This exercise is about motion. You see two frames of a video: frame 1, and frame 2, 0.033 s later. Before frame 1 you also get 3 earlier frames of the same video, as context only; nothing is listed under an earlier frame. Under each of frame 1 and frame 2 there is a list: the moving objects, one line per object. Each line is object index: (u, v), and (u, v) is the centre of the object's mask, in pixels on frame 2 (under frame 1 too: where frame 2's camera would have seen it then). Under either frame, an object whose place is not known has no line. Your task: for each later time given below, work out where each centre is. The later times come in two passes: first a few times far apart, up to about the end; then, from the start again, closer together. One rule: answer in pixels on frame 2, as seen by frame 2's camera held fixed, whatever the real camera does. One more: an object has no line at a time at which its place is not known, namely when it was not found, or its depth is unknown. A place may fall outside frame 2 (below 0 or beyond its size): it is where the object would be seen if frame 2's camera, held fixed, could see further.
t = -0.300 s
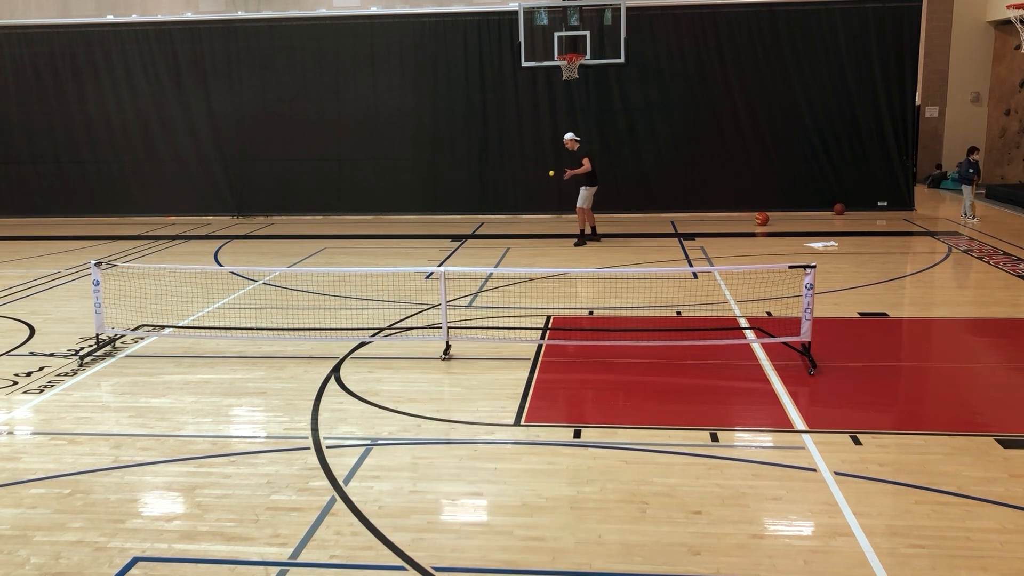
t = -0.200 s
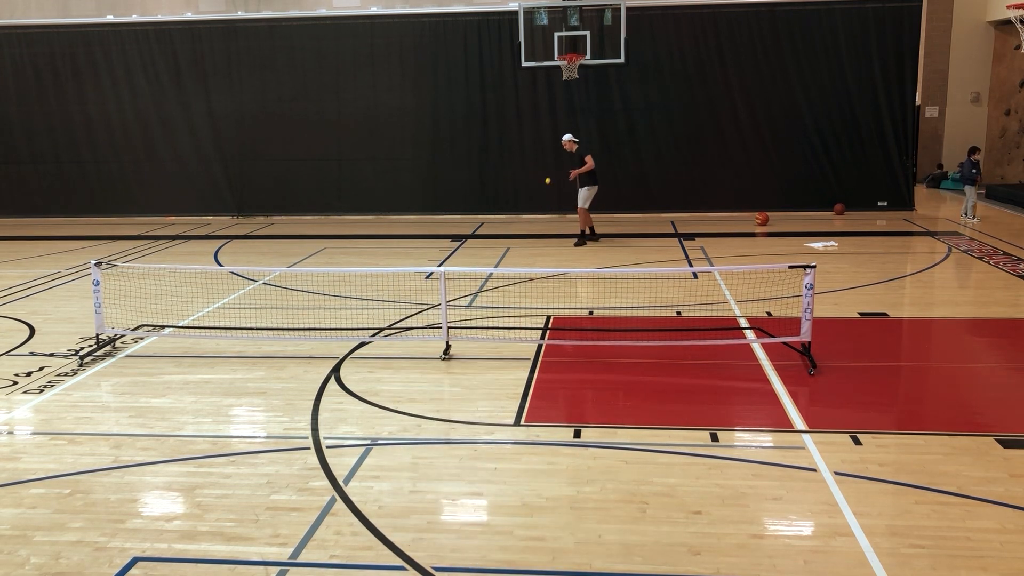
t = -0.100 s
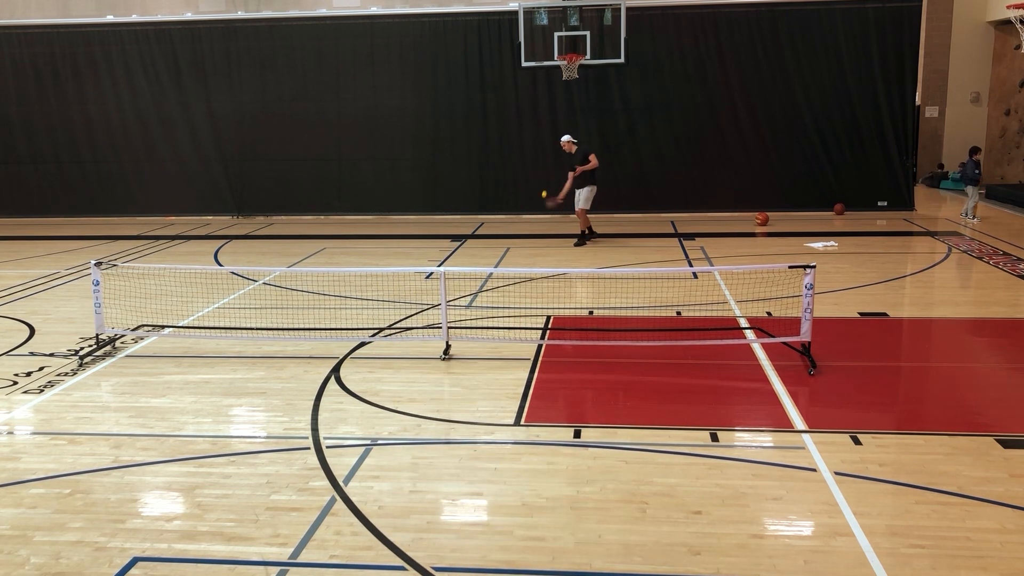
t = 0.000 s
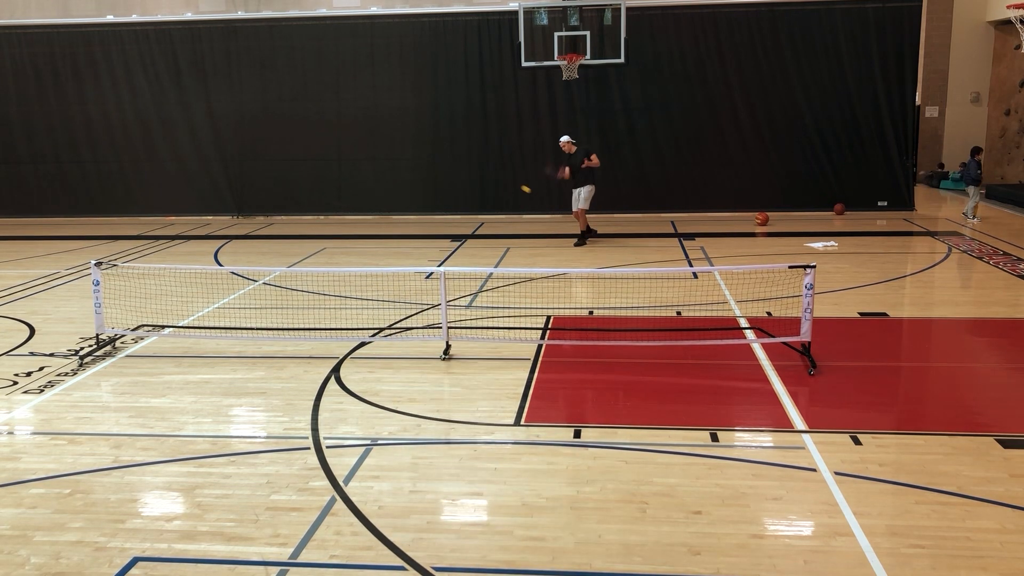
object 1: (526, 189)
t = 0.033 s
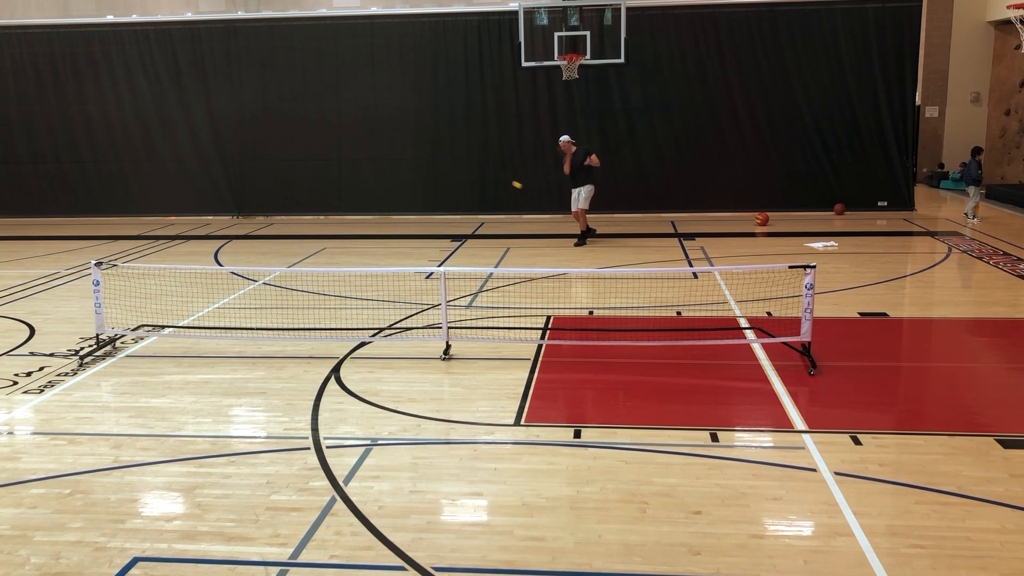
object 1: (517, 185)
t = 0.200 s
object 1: (464, 172)
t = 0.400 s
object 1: (378, 190)
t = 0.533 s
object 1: (299, 235)
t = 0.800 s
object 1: (39, 498)
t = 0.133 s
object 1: (486, 175)
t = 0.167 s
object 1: (475, 173)
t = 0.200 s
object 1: (464, 172)
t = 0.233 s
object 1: (451, 172)
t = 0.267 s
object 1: (438, 173)
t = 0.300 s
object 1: (425, 176)
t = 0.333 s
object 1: (410, 179)
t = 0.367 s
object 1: (394, 184)
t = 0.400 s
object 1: (378, 190)
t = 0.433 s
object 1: (360, 199)
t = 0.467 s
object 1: (342, 208)
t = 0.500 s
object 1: (320, 222)
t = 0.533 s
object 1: (299, 235)
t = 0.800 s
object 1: (39, 498)
